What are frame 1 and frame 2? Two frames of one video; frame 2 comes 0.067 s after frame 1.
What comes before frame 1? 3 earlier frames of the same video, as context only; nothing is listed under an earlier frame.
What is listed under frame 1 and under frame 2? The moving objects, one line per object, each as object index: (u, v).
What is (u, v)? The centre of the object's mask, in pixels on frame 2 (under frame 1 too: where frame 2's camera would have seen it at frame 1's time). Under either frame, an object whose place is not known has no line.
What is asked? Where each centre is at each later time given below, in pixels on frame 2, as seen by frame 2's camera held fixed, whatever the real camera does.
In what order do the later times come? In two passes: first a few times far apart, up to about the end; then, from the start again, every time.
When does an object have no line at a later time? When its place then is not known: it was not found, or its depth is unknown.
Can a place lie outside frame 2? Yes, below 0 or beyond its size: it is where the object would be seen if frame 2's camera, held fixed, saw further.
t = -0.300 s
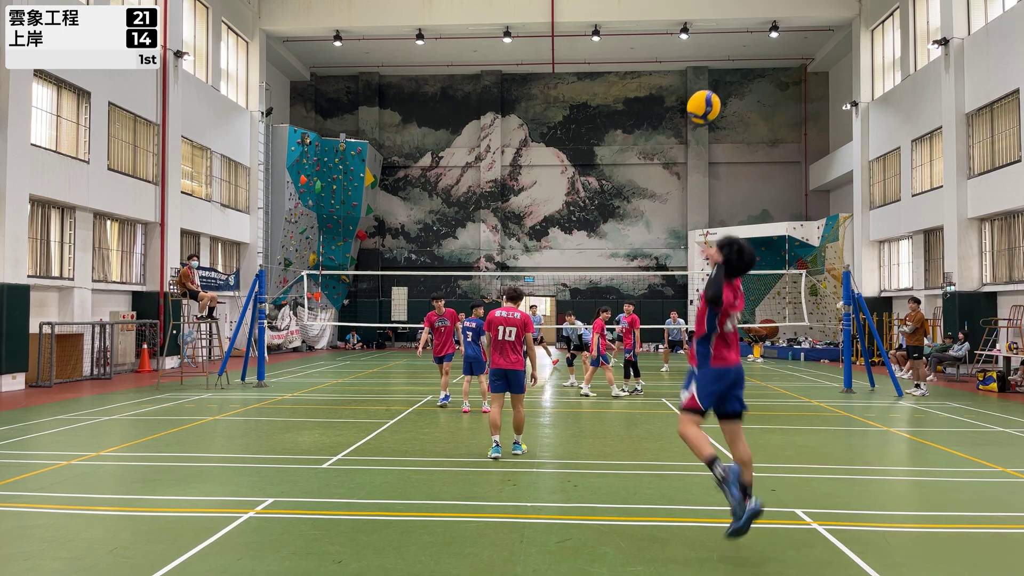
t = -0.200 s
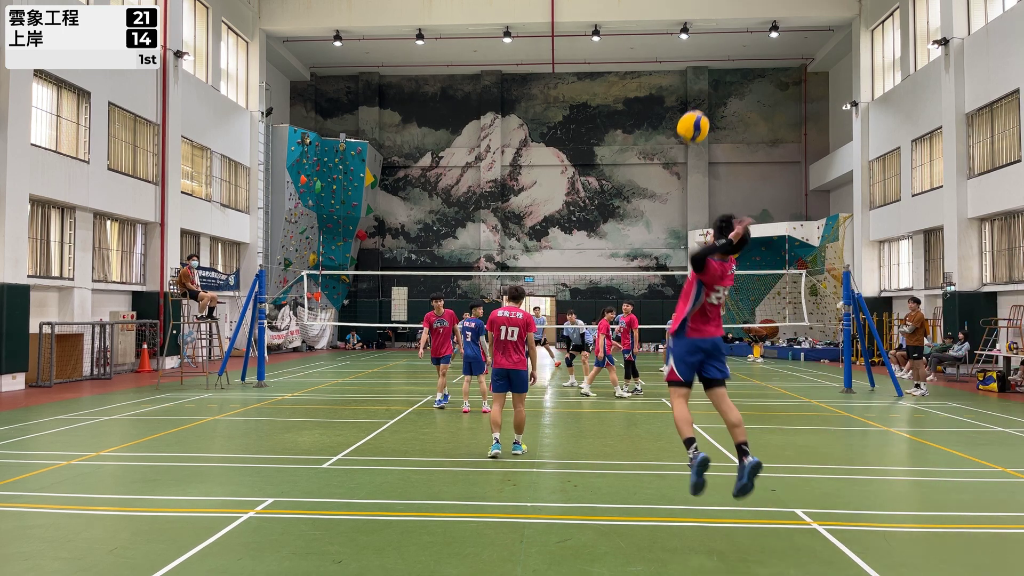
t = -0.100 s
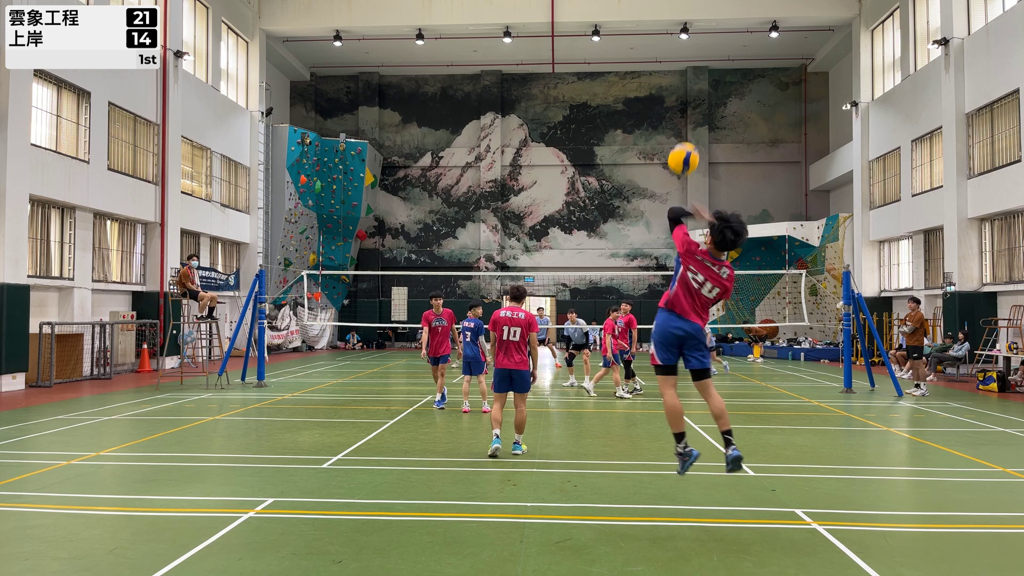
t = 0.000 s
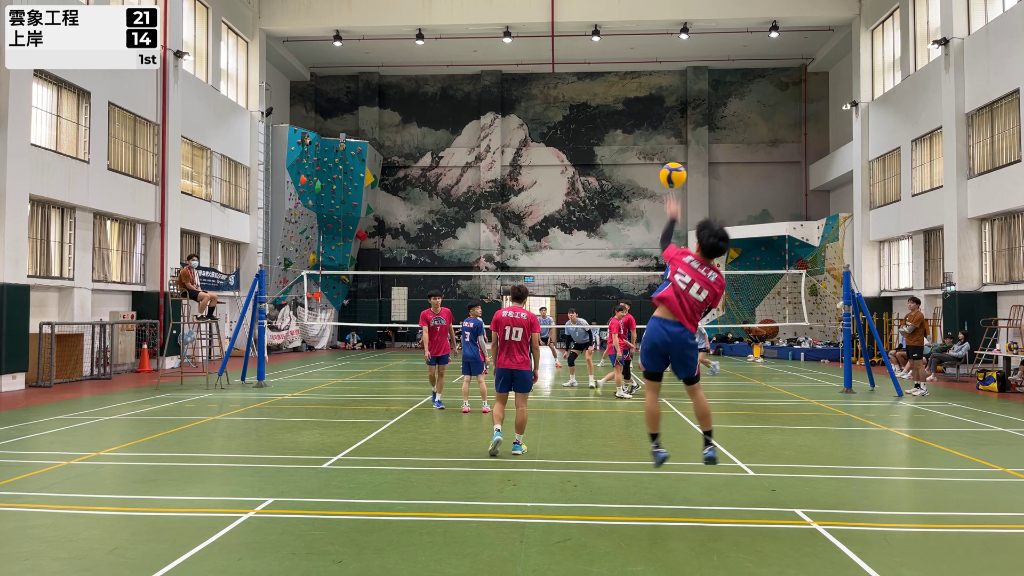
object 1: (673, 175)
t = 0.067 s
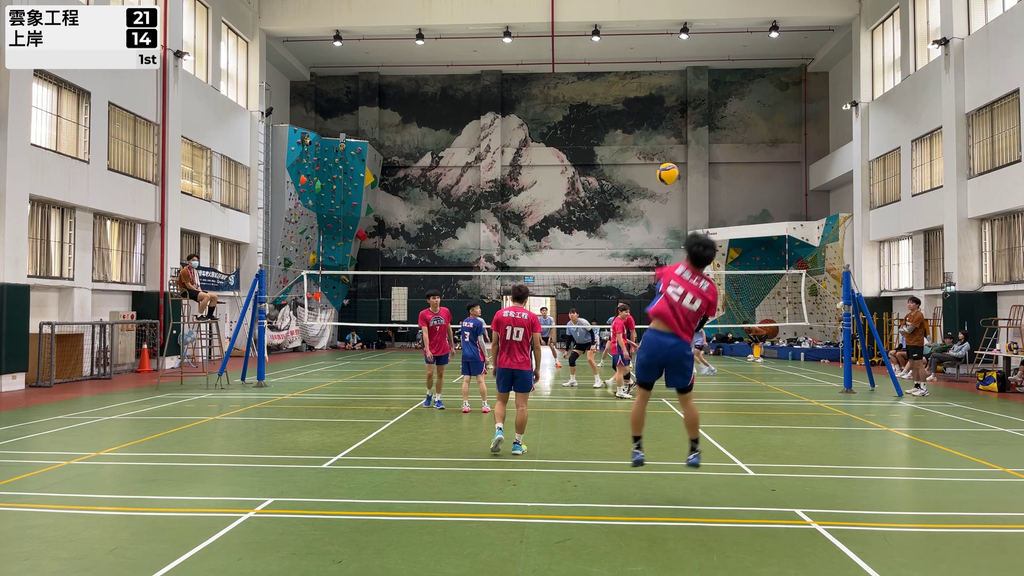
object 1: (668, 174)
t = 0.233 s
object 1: (662, 181)
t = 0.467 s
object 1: (659, 207)
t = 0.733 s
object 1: (659, 252)
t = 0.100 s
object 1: (666, 174)
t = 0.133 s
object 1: (665, 175)
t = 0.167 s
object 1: (663, 176)
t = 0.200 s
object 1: (663, 178)
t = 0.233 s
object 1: (662, 181)
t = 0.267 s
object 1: (661, 183)
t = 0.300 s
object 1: (661, 187)
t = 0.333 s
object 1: (660, 190)
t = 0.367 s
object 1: (660, 194)
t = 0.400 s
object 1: (659, 198)
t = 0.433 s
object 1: (659, 202)
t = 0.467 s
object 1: (659, 207)
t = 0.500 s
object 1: (659, 212)
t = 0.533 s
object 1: (660, 217)
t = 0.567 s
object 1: (659, 222)
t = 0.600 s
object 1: (659, 228)
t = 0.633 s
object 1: (659, 234)
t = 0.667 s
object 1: (659, 240)
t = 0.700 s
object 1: (659, 246)
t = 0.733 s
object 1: (659, 252)
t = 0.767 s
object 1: (659, 258)
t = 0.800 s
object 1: (659, 265)
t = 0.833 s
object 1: (659, 269)
